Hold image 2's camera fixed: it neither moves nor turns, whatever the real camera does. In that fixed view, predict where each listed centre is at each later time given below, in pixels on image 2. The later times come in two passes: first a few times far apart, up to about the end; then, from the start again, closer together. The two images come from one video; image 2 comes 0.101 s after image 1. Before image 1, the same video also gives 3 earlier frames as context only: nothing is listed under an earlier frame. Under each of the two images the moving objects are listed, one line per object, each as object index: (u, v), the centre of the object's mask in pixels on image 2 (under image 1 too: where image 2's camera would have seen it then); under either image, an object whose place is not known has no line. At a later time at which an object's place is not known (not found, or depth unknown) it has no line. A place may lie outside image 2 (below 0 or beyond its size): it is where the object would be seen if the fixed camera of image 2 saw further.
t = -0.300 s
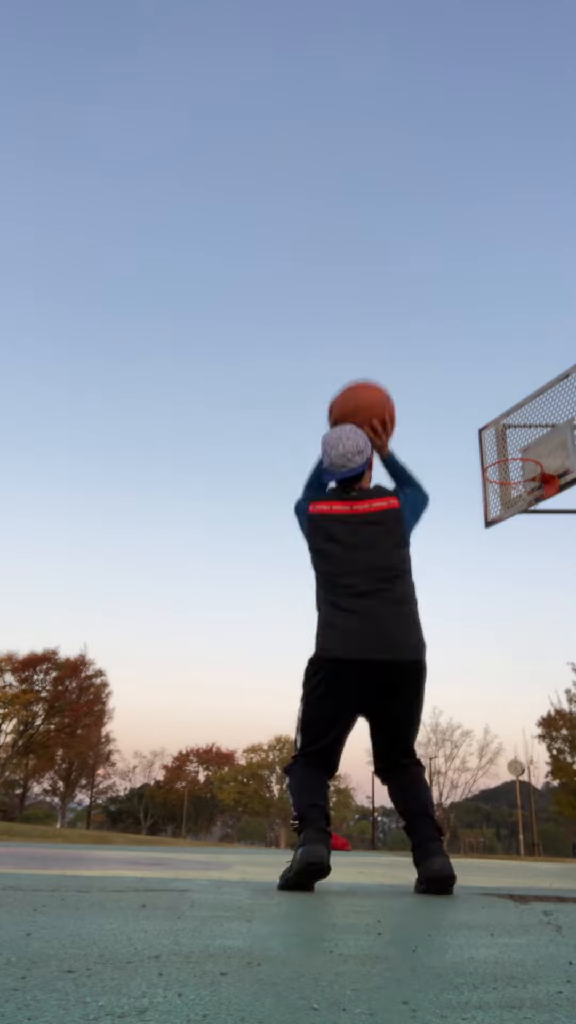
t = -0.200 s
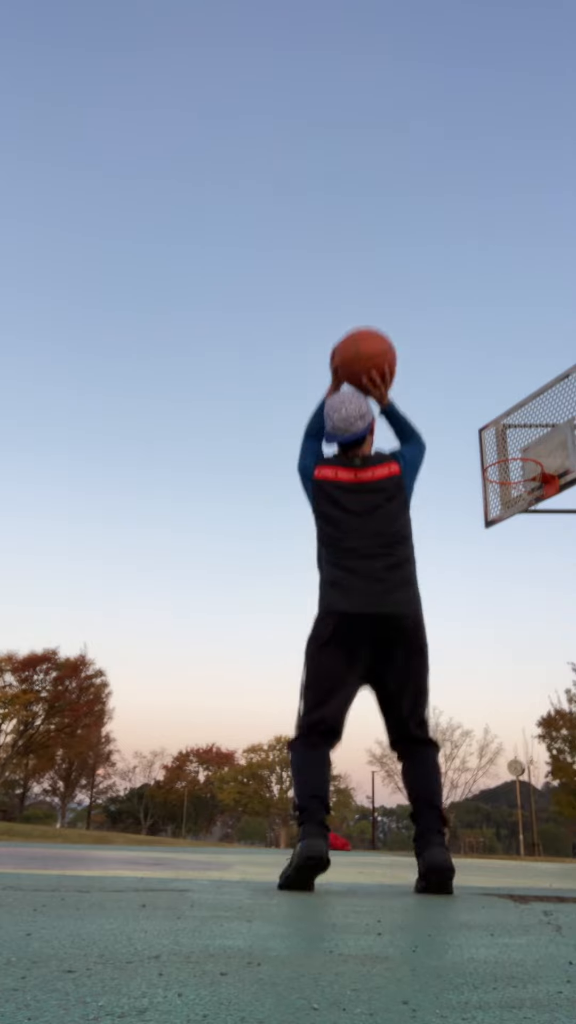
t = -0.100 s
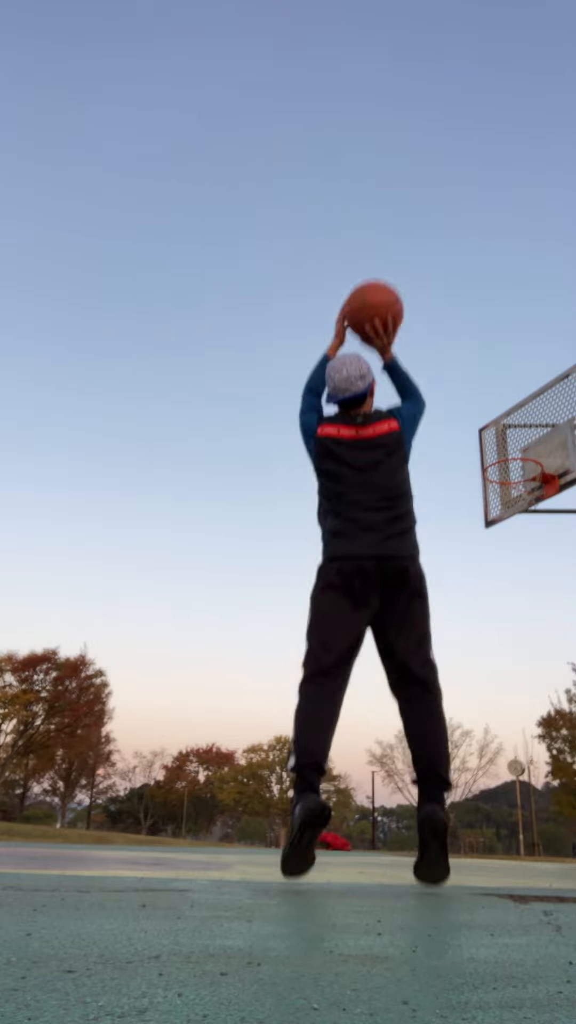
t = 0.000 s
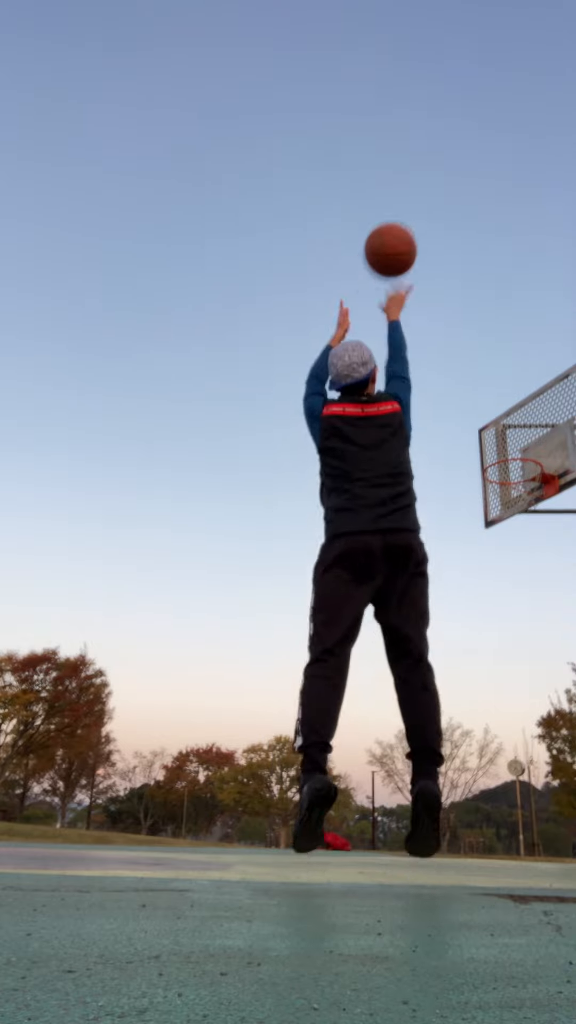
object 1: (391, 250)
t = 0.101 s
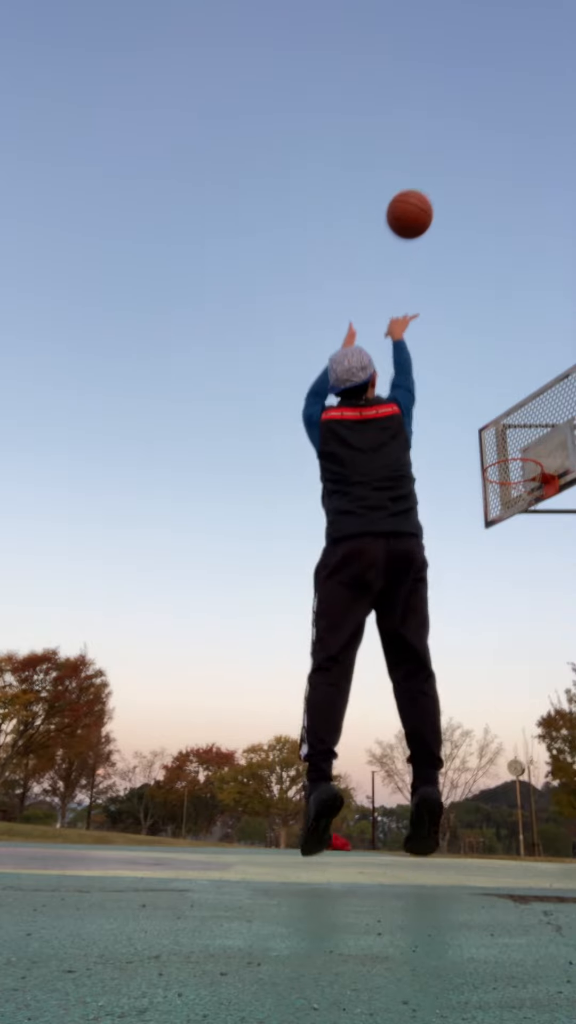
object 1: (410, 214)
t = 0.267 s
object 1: (434, 197)
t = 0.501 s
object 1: (460, 229)
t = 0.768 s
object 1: (485, 320)
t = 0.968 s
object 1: (503, 420)
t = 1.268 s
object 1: (524, 572)
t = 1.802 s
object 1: (544, 684)
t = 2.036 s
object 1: (538, 581)
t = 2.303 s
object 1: (539, 558)
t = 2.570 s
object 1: (553, 668)
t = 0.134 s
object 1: (415, 208)
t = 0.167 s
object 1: (420, 203)
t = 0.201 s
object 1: (425, 199)
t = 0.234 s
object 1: (430, 198)
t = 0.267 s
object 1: (434, 197)
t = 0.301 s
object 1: (438, 199)
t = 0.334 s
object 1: (442, 201)
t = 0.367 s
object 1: (446, 204)
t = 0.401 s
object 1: (450, 209)
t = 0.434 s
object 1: (454, 214)
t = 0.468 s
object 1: (457, 221)
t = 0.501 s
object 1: (460, 229)
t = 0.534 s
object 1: (463, 237)
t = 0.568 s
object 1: (467, 246)
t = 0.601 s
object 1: (470, 256)
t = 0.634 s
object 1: (473, 268)
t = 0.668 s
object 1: (476, 279)
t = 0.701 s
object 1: (479, 292)
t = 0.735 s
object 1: (482, 305)
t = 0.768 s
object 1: (485, 320)
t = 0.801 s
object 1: (488, 334)
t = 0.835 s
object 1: (491, 350)
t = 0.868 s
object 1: (494, 366)
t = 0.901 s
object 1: (497, 384)
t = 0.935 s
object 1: (500, 402)
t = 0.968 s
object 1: (503, 420)
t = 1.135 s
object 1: (516, 506)
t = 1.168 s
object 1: (518, 520)
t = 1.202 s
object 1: (520, 535)
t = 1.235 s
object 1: (522, 552)
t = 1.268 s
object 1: (524, 572)
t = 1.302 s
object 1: (527, 593)
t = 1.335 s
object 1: (530, 616)
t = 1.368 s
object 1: (533, 641)
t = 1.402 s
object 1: (536, 667)
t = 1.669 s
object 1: (552, 778)
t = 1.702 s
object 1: (549, 751)
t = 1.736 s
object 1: (547, 727)
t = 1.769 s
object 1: (546, 705)
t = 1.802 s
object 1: (544, 684)
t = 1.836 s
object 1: (543, 665)
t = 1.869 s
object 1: (542, 647)
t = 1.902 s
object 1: (541, 631)
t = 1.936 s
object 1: (540, 617)
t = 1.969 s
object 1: (539, 603)
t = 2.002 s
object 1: (538, 592)
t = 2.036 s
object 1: (538, 581)
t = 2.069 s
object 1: (538, 573)
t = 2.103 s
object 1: (537, 566)
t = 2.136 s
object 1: (537, 560)
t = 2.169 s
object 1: (537, 556)
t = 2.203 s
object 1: (538, 554)
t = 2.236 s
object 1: (538, 553)
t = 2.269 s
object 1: (539, 555)
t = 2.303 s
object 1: (539, 558)
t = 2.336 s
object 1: (540, 563)
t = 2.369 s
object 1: (542, 570)
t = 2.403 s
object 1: (543, 579)
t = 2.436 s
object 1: (545, 591)
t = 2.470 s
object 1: (547, 606)
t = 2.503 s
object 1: (549, 623)
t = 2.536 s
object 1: (551, 644)
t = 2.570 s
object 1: (553, 668)
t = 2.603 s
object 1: (555, 697)
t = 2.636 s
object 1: (556, 729)
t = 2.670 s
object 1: (559, 767)
